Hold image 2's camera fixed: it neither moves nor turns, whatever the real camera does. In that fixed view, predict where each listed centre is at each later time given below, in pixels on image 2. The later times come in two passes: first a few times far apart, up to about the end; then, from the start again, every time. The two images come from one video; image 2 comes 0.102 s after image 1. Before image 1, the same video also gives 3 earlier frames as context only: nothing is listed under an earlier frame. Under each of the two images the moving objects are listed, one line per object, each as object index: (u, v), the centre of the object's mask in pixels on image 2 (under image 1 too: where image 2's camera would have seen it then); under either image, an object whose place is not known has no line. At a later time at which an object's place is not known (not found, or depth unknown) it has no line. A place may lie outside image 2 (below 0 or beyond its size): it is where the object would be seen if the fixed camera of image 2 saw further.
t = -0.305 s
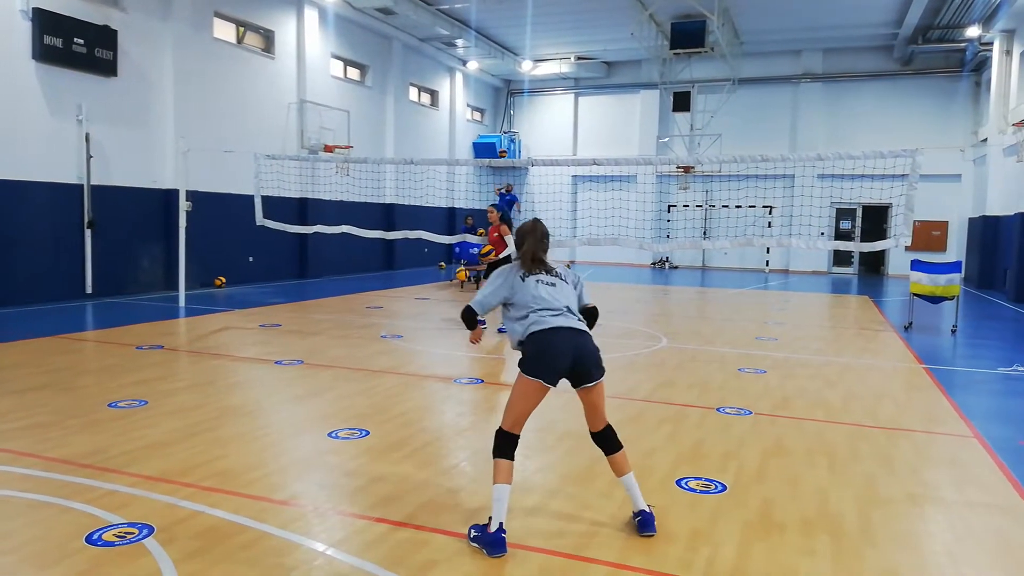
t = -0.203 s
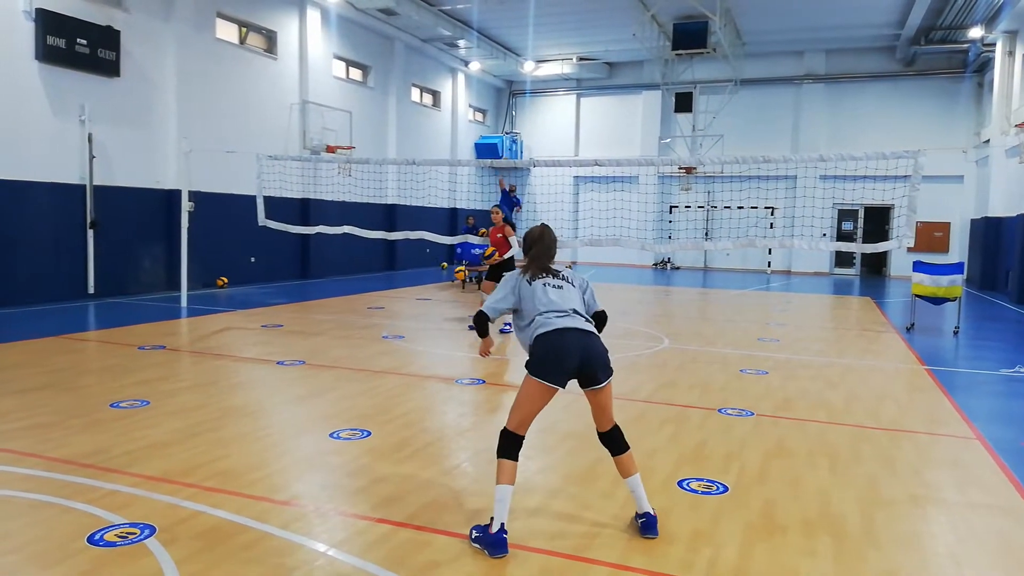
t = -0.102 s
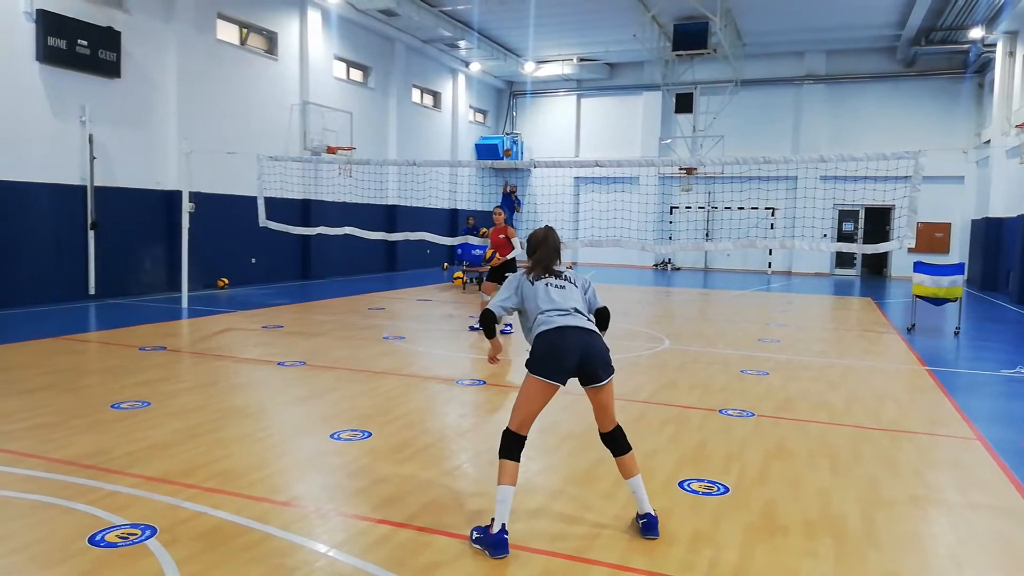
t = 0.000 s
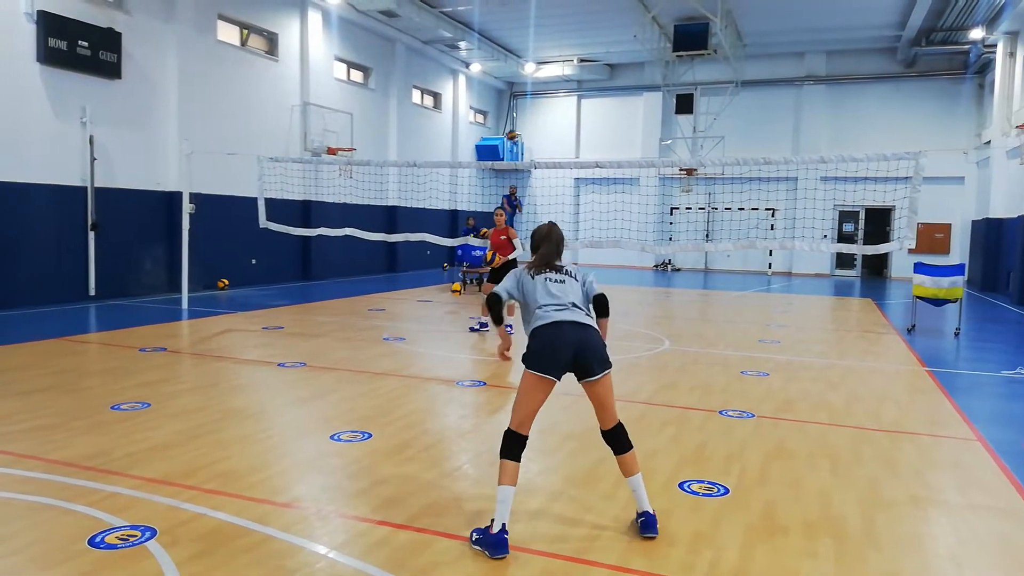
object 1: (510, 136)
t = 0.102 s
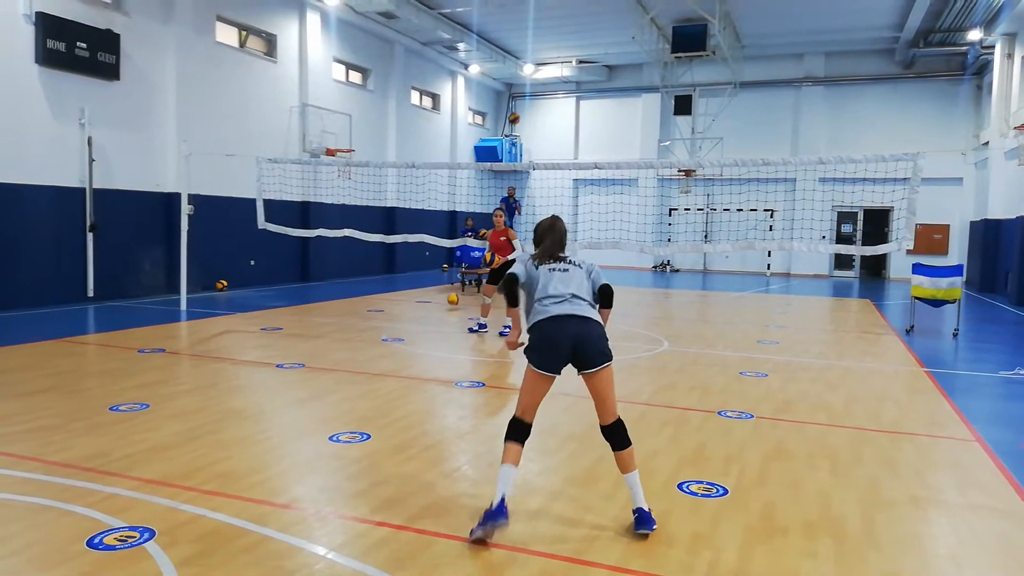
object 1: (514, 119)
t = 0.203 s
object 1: (517, 100)
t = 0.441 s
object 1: (525, 61)
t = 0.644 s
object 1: (532, 38)
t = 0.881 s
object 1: (524, 71)
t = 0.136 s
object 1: (515, 113)
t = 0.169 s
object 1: (517, 107)
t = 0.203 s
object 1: (517, 100)
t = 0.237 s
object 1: (519, 94)
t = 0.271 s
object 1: (519, 89)
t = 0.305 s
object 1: (521, 83)
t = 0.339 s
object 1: (522, 78)
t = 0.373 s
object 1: (524, 71)
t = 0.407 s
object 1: (525, 65)
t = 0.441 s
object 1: (525, 61)
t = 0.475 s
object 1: (526, 55)
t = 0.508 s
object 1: (527, 51)
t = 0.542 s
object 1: (529, 47)
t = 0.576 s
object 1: (530, 44)
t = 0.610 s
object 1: (530, 41)
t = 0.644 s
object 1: (532, 38)
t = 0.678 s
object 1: (533, 37)
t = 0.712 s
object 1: (534, 37)
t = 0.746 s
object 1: (534, 37)
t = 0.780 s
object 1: (533, 40)
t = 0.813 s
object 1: (531, 45)
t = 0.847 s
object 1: (528, 55)
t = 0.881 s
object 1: (524, 71)
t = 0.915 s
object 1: (519, 91)
